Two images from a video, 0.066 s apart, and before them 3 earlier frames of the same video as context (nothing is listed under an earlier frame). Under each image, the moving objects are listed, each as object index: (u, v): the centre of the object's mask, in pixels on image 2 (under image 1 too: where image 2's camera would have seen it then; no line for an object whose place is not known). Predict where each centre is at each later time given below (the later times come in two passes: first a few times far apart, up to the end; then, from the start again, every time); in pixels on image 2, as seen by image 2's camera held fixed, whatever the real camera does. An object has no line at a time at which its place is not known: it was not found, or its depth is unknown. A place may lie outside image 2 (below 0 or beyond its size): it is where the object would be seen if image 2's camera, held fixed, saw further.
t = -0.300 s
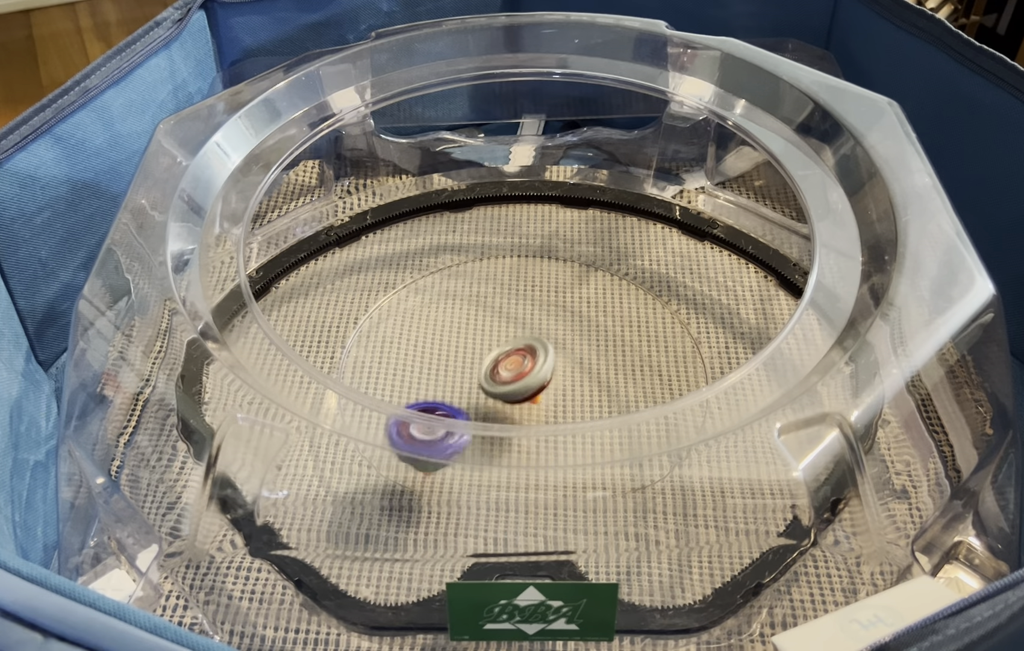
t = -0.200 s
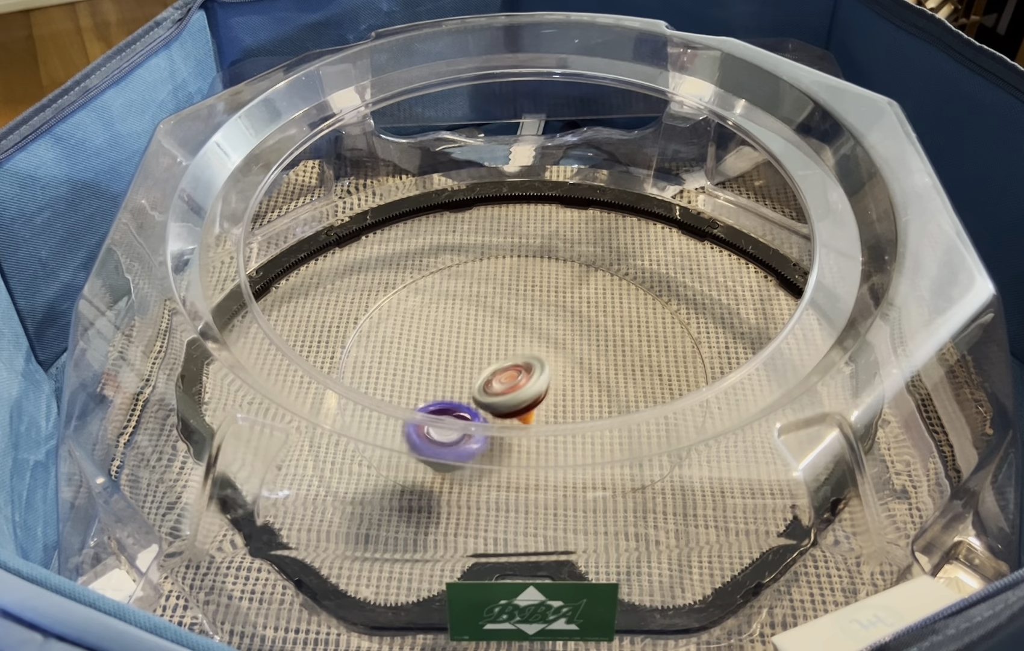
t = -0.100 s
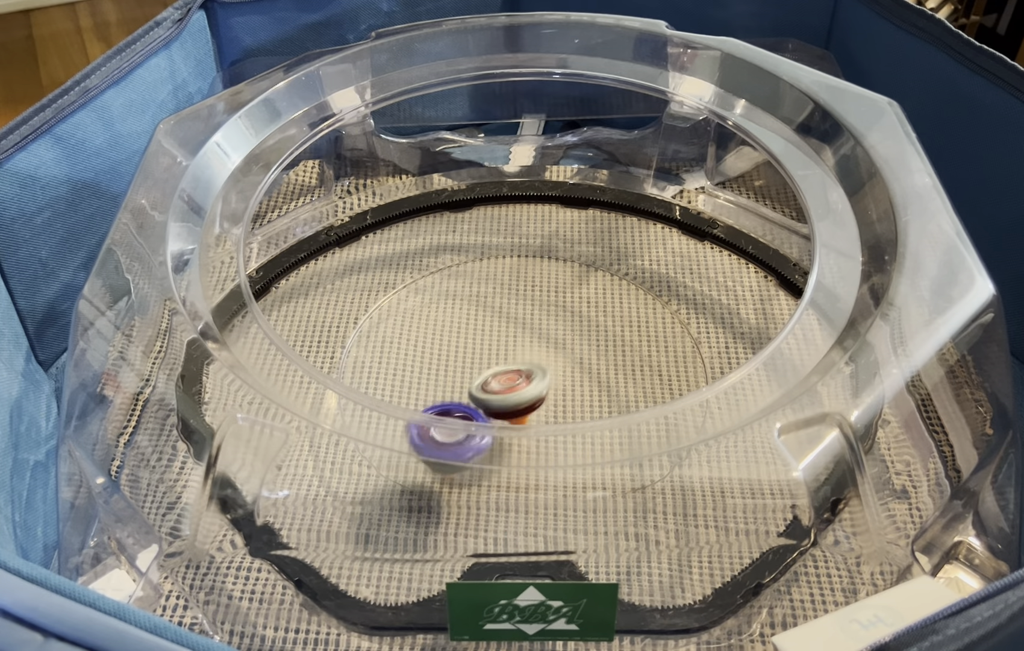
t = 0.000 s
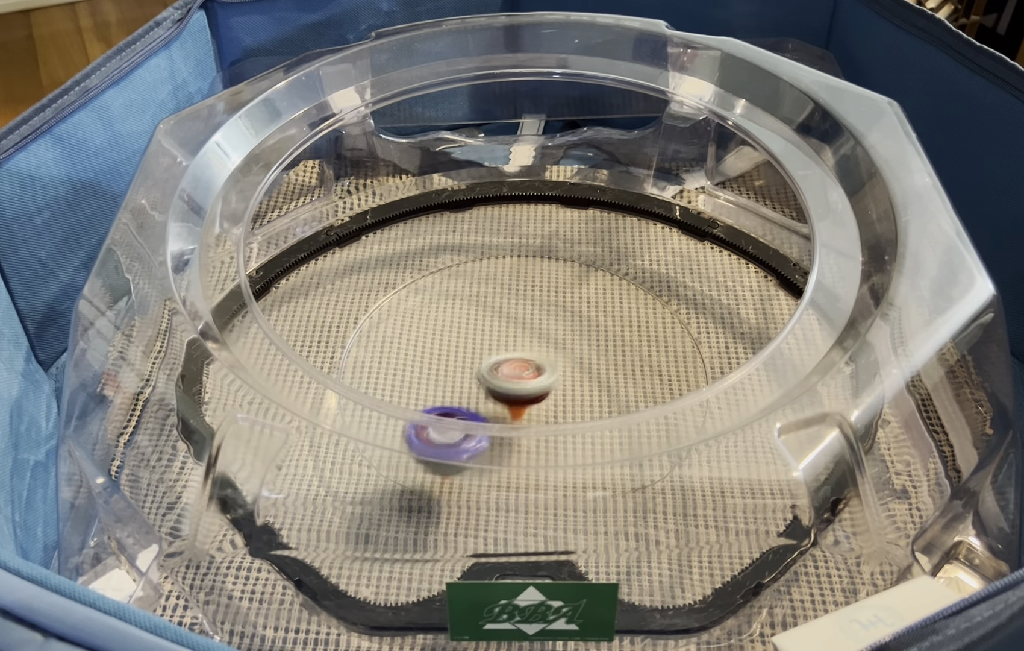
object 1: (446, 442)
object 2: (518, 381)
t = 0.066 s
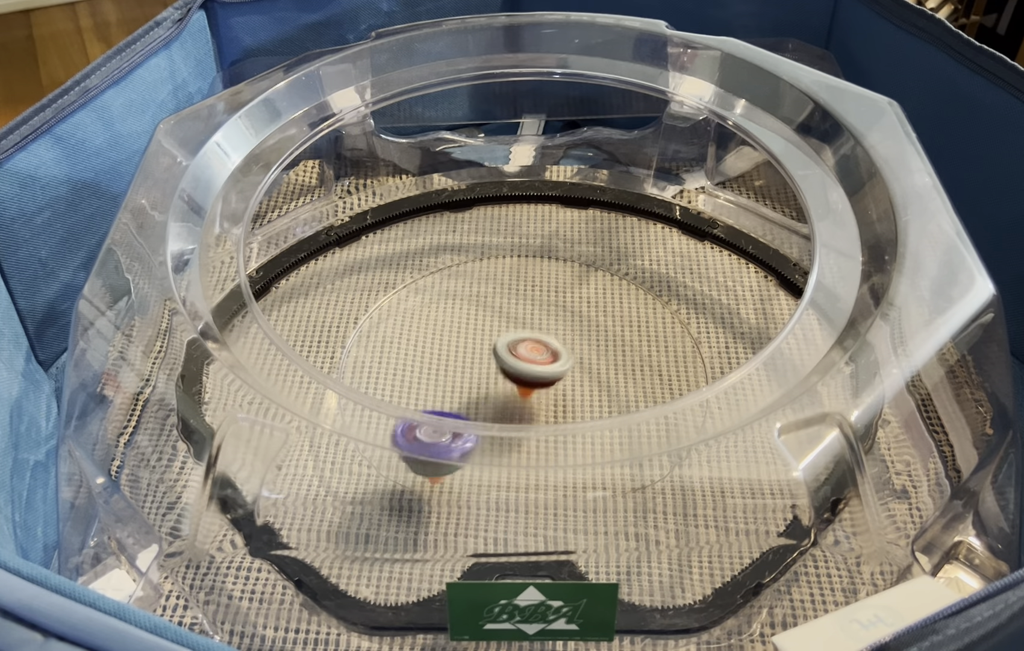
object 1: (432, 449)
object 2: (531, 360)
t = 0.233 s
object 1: (443, 435)
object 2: (519, 336)
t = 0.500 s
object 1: (486, 397)
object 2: (500, 307)
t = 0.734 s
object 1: (545, 389)
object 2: (504, 307)
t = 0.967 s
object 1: (585, 391)
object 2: (511, 333)
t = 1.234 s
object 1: (576, 399)
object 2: (495, 363)
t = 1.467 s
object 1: (587, 411)
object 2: (408, 317)
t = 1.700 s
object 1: (573, 383)
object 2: (396, 314)
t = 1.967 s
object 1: (578, 340)
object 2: (440, 321)
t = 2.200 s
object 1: (586, 324)
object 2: (493, 354)
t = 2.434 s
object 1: (567, 330)
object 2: (518, 393)
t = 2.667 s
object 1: (525, 327)
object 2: (501, 406)
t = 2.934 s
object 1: (493, 305)
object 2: (465, 393)
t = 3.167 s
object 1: (490, 296)
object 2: (466, 357)
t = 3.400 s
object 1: (531, 266)
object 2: (438, 405)
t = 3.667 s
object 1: (515, 306)
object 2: (483, 418)
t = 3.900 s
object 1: (471, 312)
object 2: (510, 416)
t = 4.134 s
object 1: (464, 288)
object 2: (527, 398)
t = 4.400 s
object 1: (478, 309)
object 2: (542, 376)
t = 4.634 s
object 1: (458, 339)
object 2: (547, 359)
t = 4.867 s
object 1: (433, 324)
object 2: (543, 348)
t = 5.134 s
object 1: (450, 322)
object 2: (525, 346)
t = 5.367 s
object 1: (410, 307)
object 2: (585, 382)
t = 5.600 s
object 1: (401, 324)
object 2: (567, 389)
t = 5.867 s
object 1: (399, 351)
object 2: (524, 368)
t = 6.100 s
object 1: (396, 369)
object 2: (516, 331)
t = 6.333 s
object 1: (410, 379)
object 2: (529, 316)
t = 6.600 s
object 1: (434, 393)
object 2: (537, 332)
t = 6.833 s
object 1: (448, 411)
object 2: (506, 354)
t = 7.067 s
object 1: (471, 413)
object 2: (465, 348)
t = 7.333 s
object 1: (503, 415)
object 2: (455, 326)
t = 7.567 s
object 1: (523, 415)
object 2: (477, 327)
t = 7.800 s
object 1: (537, 400)
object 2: (492, 353)
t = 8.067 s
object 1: (552, 423)
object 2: (455, 333)
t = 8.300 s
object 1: (527, 386)
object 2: (444, 321)
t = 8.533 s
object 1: (526, 410)
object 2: (446, 256)
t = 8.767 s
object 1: (534, 425)
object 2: (462, 297)
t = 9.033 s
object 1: (539, 424)
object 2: (488, 393)
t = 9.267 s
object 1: (536, 414)
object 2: (450, 403)
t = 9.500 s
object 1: (541, 400)
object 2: (439, 383)
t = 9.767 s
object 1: (540, 396)
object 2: (496, 352)
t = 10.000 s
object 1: (547, 398)
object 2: (529, 346)
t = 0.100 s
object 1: (434, 448)
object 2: (533, 354)
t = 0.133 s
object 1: (436, 448)
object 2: (532, 349)
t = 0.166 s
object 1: (438, 447)
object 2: (528, 345)
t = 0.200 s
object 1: (441, 438)
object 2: (524, 341)
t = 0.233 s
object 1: (443, 435)
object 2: (519, 336)
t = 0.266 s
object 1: (445, 430)
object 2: (515, 332)
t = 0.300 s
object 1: (448, 420)
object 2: (511, 327)
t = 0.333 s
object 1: (454, 417)
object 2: (508, 323)
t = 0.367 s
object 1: (459, 416)
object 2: (505, 319)
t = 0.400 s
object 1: (464, 412)
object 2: (503, 316)
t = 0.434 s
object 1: (471, 407)
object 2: (501, 312)
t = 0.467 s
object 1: (478, 399)
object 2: (500, 310)
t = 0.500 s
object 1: (486, 397)
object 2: (500, 307)
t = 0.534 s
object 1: (494, 396)
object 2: (499, 306)
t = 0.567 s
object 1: (502, 394)
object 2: (499, 304)
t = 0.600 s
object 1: (511, 393)
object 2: (500, 304)
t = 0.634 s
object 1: (520, 392)
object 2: (500, 304)
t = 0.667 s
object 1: (529, 390)
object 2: (501, 304)
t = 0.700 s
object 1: (537, 389)
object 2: (503, 305)
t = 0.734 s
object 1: (545, 389)
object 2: (504, 307)
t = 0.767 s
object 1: (553, 388)
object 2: (505, 310)
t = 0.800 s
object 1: (560, 388)
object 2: (506, 313)
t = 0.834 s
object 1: (567, 389)
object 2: (507, 316)
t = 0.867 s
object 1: (572, 389)
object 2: (508, 320)
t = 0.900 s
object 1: (577, 389)
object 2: (510, 324)
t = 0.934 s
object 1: (582, 390)
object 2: (511, 328)
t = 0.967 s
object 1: (585, 391)
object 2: (511, 333)
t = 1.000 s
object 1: (587, 392)
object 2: (511, 338)
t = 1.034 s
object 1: (587, 393)
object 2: (510, 342)
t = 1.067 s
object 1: (587, 394)
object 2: (509, 346)
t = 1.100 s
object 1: (585, 395)
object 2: (508, 351)
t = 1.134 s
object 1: (583, 396)
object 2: (507, 356)
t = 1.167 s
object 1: (579, 396)
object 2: (505, 360)
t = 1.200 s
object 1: (575, 396)
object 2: (503, 364)
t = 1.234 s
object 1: (576, 399)
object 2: (495, 363)
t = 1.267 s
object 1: (587, 402)
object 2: (469, 349)
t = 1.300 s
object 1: (596, 416)
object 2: (450, 338)
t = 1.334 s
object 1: (601, 419)
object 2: (433, 329)
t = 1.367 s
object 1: (597, 420)
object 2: (423, 323)
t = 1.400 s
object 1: (593, 419)
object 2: (416, 320)
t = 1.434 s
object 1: (589, 415)
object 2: (412, 317)
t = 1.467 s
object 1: (587, 411)
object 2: (408, 317)
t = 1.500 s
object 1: (584, 402)
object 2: (405, 317)
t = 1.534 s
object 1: (582, 400)
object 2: (402, 317)
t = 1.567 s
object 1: (580, 398)
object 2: (399, 317)
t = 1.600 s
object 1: (578, 396)
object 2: (396, 317)
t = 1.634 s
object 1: (576, 392)
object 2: (395, 317)
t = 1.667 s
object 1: (574, 389)
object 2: (394, 316)
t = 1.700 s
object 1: (573, 383)
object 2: (396, 314)
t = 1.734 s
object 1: (572, 377)
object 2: (399, 312)
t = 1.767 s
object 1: (572, 371)
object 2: (403, 312)
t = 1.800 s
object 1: (572, 365)
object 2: (407, 311)
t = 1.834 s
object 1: (572, 360)
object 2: (412, 312)
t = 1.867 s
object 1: (573, 354)
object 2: (418, 313)
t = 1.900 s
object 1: (575, 348)
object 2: (425, 315)
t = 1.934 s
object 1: (577, 344)
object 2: (432, 317)
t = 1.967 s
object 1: (578, 340)
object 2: (440, 321)
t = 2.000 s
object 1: (579, 336)
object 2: (447, 324)
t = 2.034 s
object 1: (581, 332)
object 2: (455, 328)
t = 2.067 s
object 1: (583, 329)
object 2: (464, 333)
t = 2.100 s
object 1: (584, 327)
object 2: (471, 338)
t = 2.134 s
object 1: (586, 326)
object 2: (479, 343)
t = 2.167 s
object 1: (586, 325)
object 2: (487, 348)
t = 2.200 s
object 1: (586, 324)
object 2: (493, 354)
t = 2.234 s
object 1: (586, 324)
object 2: (500, 360)
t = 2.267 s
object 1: (585, 325)
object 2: (504, 366)
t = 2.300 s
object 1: (583, 326)
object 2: (509, 372)
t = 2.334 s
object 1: (580, 327)
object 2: (512, 379)
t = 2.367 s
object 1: (576, 328)
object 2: (515, 385)
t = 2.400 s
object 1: (572, 329)
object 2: (517, 390)
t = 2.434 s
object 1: (567, 330)
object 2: (518, 393)
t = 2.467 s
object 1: (562, 331)
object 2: (518, 396)
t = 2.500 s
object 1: (557, 331)
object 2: (517, 399)
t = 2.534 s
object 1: (551, 332)
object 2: (515, 401)
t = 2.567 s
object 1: (544, 331)
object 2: (513, 403)
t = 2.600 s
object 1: (538, 331)
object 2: (509, 405)
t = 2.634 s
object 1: (531, 330)
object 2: (505, 406)
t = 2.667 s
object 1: (525, 327)
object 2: (501, 406)
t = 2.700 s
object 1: (519, 326)
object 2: (495, 413)
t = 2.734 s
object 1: (513, 323)
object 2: (490, 413)
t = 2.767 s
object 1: (509, 319)
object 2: (485, 405)
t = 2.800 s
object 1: (504, 317)
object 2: (480, 404)
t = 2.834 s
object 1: (501, 314)
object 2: (475, 402)
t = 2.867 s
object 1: (498, 310)
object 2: (471, 399)
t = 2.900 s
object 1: (495, 307)
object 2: (469, 396)
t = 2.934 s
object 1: (493, 305)
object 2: (465, 393)
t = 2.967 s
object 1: (492, 302)
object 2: (463, 389)
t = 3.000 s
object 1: (490, 300)
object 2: (462, 385)
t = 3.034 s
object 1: (490, 298)
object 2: (461, 379)
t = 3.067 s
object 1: (489, 297)
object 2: (461, 374)
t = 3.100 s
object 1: (489, 296)
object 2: (462, 368)
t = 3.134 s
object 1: (490, 296)
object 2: (464, 362)
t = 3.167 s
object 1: (490, 296)
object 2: (466, 357)
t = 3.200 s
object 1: (502, 281)
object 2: (456, 369)
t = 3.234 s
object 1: (514, 267)
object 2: (444, 383)
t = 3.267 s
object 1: (524, 261)
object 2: (436, 389)
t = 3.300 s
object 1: (530, 260)
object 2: (431, 392)
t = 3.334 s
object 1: (532, 261)
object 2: (428, 403)
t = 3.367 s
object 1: (531, 263)
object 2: (432, 403)
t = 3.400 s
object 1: (531, 266)
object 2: (438, 405)
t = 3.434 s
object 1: (532, 268)
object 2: (444, 407)
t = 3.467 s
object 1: (533, 273)
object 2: (452, 410)
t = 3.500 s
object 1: (533, 278)
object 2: (458, 412)
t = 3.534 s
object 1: (532, 284)
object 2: (463, 414)
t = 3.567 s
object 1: (529, 290)
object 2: (470, 415)
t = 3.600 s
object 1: (524, 296)
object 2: (475, 416)
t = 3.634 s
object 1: (520, 301)
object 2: (480, 417)
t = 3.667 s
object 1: (515, 306)
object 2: (483, 418)
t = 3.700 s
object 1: (510, 313)
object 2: (488, 418)
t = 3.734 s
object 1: (503, 316)
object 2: (492, 418)
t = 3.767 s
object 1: (495, 317)
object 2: (496, 418)
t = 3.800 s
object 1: (488, 317)
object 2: (499, 418)
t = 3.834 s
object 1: (481, 317)
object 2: (502, 418)
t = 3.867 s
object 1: (476, 315)
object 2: (506, 417)
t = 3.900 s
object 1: (471, 312)
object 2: (510, 416)
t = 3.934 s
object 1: (467, 308)
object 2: (513, 414)
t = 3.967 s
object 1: (465, 305)
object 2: (515, 412)
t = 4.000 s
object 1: (463, 301)
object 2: (517, 404)
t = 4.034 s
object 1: (462, 297)
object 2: (521, 403)
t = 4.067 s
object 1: (462, 293)
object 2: (524, 402)
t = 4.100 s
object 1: (463, 290)
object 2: (525, 400)
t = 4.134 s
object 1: (464, 288)
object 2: (527, 398)
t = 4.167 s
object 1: (466, 286)
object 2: (529, 396)
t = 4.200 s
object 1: (469, 286)
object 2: (531, 394)
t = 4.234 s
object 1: (471, 288)
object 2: (533, 391)
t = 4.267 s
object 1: (473, 291)
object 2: (535, 389)
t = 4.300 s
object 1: (475, 294)
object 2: (537, 386)
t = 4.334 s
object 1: (477, 298)
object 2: (539, 383)
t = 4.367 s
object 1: (478, 303)
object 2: (541, 379)
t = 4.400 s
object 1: (478, 309)
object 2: (542, 376)
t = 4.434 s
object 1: (478, 315)
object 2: (544, 373)
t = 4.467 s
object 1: (476, 320)
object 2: (544, 371)
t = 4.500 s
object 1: (473, 325)
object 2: (544, 368)
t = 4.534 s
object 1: (471, 331)
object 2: (545, 365)
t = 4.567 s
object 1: (467, 335)
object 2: (545, 362)
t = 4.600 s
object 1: (463, 337)
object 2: (546, 360)
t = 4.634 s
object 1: (458, 339)
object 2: (547, 359)
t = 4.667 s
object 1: (453, 339)
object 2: (548, 357)
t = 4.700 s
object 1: (447, 339)
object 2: (548, 355)
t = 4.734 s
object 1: (443, 337)
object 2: (547, 354)
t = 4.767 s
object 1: (439, 334)
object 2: (547, 352)
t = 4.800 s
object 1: (436, 331)
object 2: (546, 350)
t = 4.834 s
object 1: (434, 327)
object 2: (545, 349)
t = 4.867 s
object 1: (433, 324)
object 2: (543, 348)
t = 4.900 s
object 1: (433, 321)
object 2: (542, 347)
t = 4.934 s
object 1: (434, 318)
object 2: (540, 347)
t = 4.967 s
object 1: (436, 316)
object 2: (538, 346)
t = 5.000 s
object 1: (439, 315)
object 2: (536, 346)
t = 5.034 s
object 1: (441, 315)
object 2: (533, 346)
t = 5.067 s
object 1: (444, 316)
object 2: (530, 346)
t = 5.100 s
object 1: (448, 318)
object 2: (528, 346)
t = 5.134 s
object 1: (450, 322)
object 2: (525, 346)
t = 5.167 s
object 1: (435, 313)
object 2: (546, 354)
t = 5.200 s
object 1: (421, 307)
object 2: (564, 363)
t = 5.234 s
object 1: (413, 303)
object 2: (577, 372)
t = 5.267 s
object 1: (409, 304)
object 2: (584, 377)
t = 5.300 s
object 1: (410, 304)
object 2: (584, 381)
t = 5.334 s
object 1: (411, 306)
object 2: (585, 381)
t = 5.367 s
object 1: (410, 307)
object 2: (585, 382)
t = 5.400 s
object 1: (408, 310)
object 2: (585, 382)
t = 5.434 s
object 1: (407, 312)
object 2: (584, 384)
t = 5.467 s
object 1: (403, 314)
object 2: (582, 386)
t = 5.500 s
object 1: (402, 316)
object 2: (580, 387)
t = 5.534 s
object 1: (402, 318)
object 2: (576, 388)
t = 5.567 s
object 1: (402, 320)
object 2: (571, 389)
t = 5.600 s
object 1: (401, 324)
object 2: (567, 389)
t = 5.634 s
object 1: (401, 327)
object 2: (561, 388)
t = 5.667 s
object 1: (401, 330)
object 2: (555, 388)
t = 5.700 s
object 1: (400, 333)
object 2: (549, 386)
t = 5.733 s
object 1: (400, 337)
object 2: (543, 384)
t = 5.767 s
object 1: (401, 340)
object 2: (537, 381)
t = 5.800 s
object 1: (401, 344)
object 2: (532, 377)
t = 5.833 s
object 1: (400, 348)
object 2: (528, 373)
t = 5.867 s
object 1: (399, 351)
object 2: (524, 368)
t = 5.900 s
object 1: (399, 355)
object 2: (520, 362)
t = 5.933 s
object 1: (399, 357)
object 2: (518, 357)
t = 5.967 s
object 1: (398, 360)
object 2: (517, 351)
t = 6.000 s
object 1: (398, 362)
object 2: (515, 346)
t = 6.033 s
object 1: (397, 365)
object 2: (515, 341)
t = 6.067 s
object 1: (397, 367)
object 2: (515, 336)
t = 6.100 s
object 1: (396, 369)
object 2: (516, 331)
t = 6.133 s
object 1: (398, 370)
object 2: (517, 327)
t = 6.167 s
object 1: (399, 372)
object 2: (519, 323)
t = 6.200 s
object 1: (400, 373)
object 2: (521, 321)
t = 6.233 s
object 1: (401, 374)
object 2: (524, 318)
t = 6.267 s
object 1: (404, 375)
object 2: (526, 316)
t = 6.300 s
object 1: (407, 377)
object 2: (528, 316)
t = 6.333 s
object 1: (410, 379)
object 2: (529, 316)
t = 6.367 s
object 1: (413, 380)
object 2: (531, 315)
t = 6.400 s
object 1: (416, 382)
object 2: (535, 317)
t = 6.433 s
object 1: (419, 384)
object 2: (537, 318)
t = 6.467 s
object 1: (422, 386)
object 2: (538, 321)
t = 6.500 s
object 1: (425, 388)
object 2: (538, 323)
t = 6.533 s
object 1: (428, 389)
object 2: (539, 326)
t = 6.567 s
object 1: (431, 391)
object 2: (538, 329)
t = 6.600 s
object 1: (434, 393)
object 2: (537, 332)
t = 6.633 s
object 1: (436, 394)
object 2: (535, 336)
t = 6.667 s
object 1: (437, 402)
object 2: (532, 339)
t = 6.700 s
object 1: (440, 404)
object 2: (529, 343)
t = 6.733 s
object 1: (442, 407)
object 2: (524, 346)
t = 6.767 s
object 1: (445, 408)
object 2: (520, 349)
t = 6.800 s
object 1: (446, 410)
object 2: (513, 352)
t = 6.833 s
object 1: (448, 411)
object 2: (506, 354)
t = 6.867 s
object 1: (451, 412)
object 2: (500, 355)
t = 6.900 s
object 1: (454, 412)
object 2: (493, 356)
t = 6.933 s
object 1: (456, 413)
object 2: (486, 356)
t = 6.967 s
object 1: (459, 412)
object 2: (480, 354)
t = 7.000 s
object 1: (462, 413)
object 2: (475, 352)
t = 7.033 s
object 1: (467, 412)
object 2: (469, 351)
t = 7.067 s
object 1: (471, 413)
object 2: (465, 348)
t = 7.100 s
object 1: (475, 413)
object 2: (461, 346)
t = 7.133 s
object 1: (479, 413)
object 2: (458, 343)
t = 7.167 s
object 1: (483, 413)
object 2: (455, 340)
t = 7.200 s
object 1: (487, 414)
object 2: (454, 336)
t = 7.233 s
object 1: (491, 413)
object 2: (453, 333)
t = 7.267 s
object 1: (495, 414)
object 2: (453, 330)
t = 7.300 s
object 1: (499, 414)
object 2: (454, 328)
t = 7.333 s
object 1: (503, 415)
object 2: (455, 326)
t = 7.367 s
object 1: (506, 415)
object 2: (457, 324)
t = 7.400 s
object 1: (509, 416)
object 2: (460, 323)
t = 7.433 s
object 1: (512, 416)
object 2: (463, 323)
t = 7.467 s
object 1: (515, 416)
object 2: (466, 323)
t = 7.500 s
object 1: (517, 416)
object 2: (469, 324)
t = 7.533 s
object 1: (520, 416)
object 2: (473, 325)
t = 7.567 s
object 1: (523, 415)
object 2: (477, 327)
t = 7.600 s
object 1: (524, 414)
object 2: (481, 329)
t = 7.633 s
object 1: (526, 412)
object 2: (483, 333)
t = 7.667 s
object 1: (528, 404)
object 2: (486, 336)
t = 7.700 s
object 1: (530, 403)
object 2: (488, 340)
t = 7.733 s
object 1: (532, 402)
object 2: (490, 344)
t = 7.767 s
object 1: (535, 401)
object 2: (492, 349)
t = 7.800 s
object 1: (537, 400)
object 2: (492, 353)
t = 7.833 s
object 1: (540, 399)
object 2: (491, 357)
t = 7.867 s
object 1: (550, 411)
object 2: (483, 350)
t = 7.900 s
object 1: (557, 423)
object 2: (476, 342)
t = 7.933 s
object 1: (560, 423)
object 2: (471, 338)
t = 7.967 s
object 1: (558, 437)
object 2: (467, 335)
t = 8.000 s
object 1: (555, 437)
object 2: (464, 335)
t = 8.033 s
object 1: (551, 436)
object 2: (460, 335)
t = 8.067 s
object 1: (552, 423)
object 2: (455, 333)
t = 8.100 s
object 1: (549, 413)
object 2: (452, 331)
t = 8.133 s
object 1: (545, 412)
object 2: (449, 329)
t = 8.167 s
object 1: (541, 409)
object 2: (446, 327)
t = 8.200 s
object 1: (539, 406)
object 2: (445, 325)
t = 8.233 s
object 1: (537, 402)
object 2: (444, 323)
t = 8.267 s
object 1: (531, 399)
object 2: (444, 322)
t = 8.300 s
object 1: (527, 386)
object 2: (444, 321)
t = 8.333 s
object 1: (518, 381)
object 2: (445, 321)
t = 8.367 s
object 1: (514, 370)
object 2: (446, 321)
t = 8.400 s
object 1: (510, 365)
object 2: (448, 315)
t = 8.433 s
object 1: (511, 380)
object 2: (442, 288)
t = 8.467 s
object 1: (522, 393)
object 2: (440, 270)
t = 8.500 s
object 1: (526, 397)
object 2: (441, 260)
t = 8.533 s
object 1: (526, 410)
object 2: (446, 256)
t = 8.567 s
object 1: (525, 416)
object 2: (452, 259)
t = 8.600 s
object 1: (526, 422)
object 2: (457, 266)
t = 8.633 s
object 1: (528, 424)
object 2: (460, 271)
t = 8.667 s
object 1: (532, 424)
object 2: (461, 279)
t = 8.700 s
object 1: (534, 425)
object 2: (462, 285)
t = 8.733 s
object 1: (535, 425)
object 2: (463, 292)
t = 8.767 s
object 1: (534, 425)
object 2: (462, 297)
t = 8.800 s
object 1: (538, 424)
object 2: (464, 306)
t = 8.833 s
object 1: (537, 425)
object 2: (467, 311)
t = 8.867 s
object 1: (540, 424)
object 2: (472, 324)
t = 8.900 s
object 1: (538, 419)
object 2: (478, 343)
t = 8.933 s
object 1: (540, 421)
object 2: (484, 359)
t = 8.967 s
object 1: (538, 422)
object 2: (487, 375)
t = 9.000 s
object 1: (538, 423)
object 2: (488, 380)
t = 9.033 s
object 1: (539, 424)
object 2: (488, 393)
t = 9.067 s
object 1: (538, 425)
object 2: (483, 395)
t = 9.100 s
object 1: (538, 424)
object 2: (477, 398)
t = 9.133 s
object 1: (537, 424)
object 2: (470, 400)
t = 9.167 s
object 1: (535, 425)
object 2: (464, 399)
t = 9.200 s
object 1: (536, 424)
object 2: (461, 403)
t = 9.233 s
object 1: (535, 419)
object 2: (451, 401)
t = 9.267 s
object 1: (536, 414)
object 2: (450, 403)
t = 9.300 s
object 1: (536, 411)
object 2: (439, 408)
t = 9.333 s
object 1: (538, 403)
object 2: (436, 408)
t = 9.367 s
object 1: (539, 402)
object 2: (433, 397)
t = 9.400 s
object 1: (539, 402)
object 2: (432, 395)
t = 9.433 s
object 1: (539, 401)
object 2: (434, 393)
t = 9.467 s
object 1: (540, 400)
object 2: (437, 386)
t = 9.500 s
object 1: (541, 400)
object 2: (439, 383)
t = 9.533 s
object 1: (543, 399)
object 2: (446, 374)
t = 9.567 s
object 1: (544, 394)
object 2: (450, 371)
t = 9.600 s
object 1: (544, 389)
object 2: (457, 365)
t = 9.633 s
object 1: (542, 386)
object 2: (464, 358)
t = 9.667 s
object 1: (542, 387)
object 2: (471, 354)
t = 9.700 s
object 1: (542, 390)
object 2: (478, 353)
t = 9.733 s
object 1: (541, 394)
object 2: (487, 353)
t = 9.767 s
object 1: (540, 396)
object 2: (496, 352)
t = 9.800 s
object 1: (538, 398)
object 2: (501, 351)
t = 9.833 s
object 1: (538, 399)
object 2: (506, 351)
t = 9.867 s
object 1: (541, 400)
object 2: (511, 352)
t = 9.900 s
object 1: (543, 400)
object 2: (517, 352)
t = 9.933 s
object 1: (546, 398)
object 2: (523, 350)
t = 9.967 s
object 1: (547, 398)
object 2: (528, 347)
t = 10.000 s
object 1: (547, 398)
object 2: (529, 346)
